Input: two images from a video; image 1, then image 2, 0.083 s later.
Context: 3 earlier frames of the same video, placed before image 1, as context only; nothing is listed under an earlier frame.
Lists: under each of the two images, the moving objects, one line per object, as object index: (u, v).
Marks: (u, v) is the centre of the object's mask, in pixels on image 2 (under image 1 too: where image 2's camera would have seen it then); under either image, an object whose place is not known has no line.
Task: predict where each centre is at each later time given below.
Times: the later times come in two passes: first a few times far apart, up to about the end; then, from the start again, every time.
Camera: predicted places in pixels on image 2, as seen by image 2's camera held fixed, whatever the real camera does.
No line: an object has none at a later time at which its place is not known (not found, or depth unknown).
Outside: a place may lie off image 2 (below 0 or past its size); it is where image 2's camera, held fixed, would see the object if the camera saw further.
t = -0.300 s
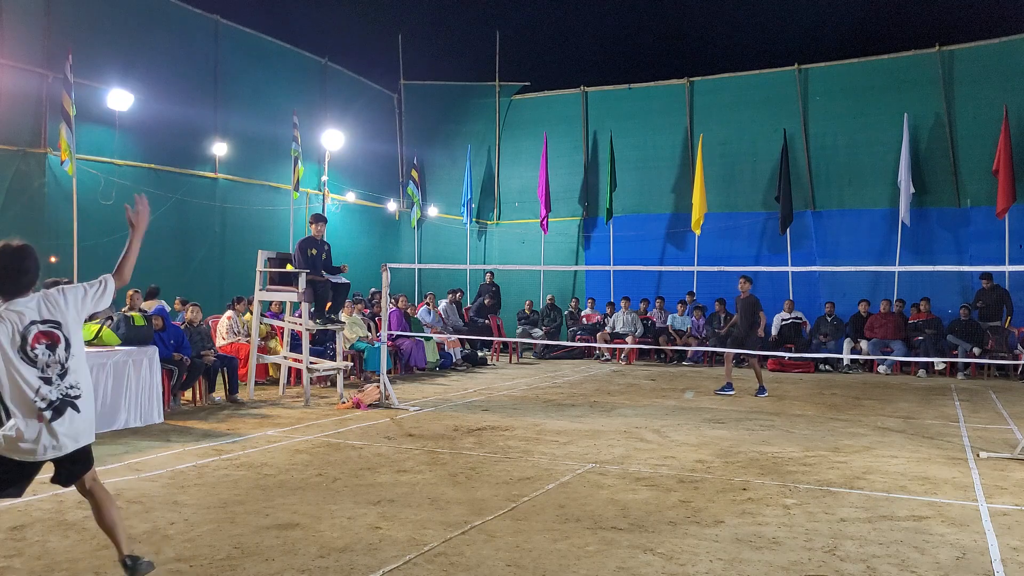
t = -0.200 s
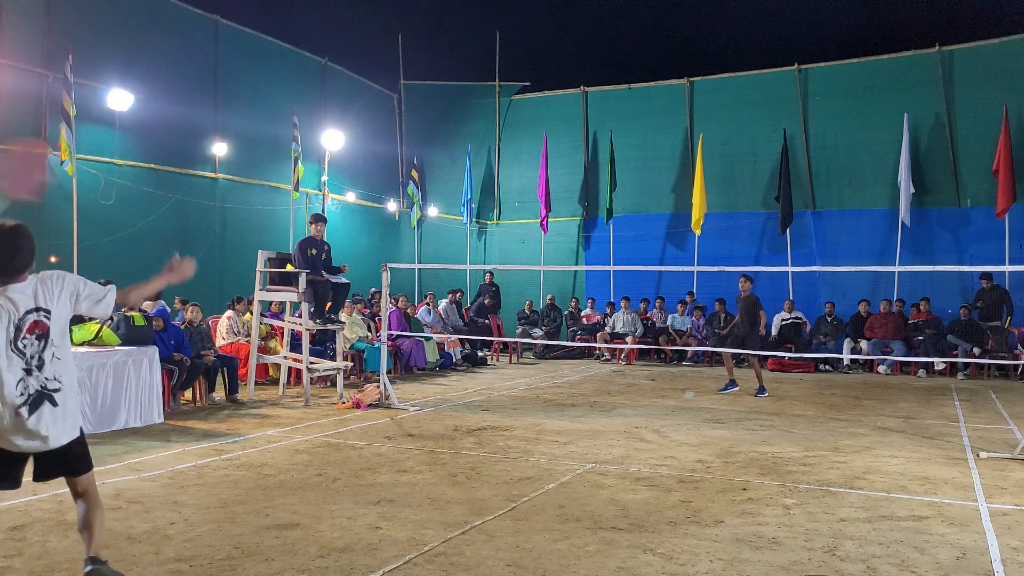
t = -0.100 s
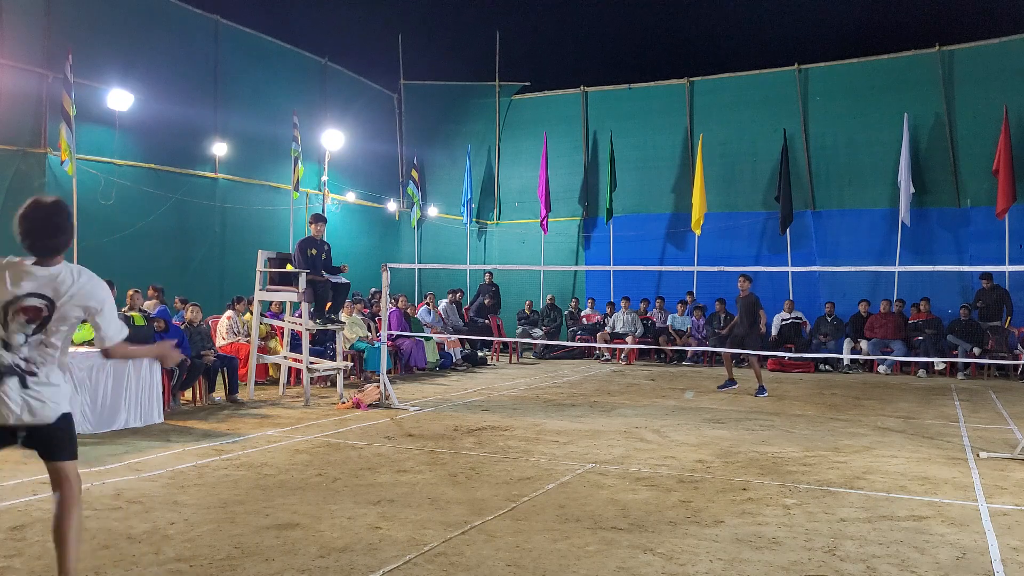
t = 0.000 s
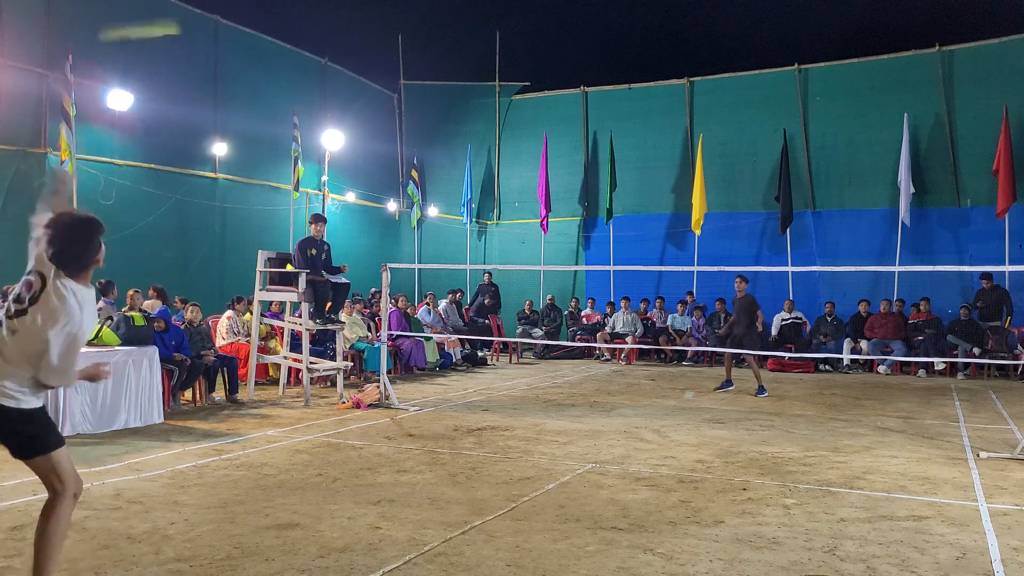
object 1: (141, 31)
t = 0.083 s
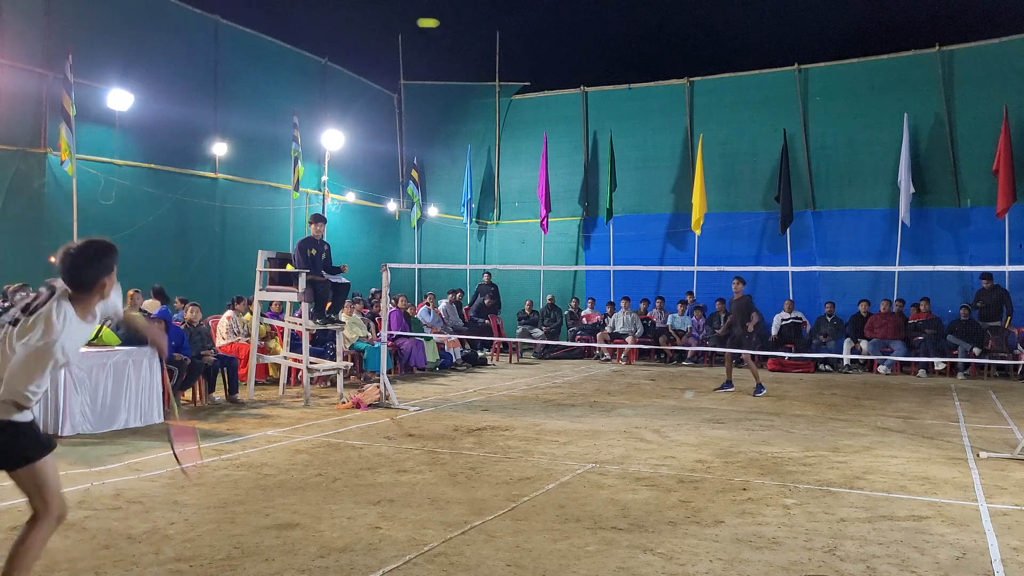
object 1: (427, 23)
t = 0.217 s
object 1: (547, 34)
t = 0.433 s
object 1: (616, 64)
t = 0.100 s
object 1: (452, 24)
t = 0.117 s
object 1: (472, 25)
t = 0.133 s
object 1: (489, 26)
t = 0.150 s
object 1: (503, 27)
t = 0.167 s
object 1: (517, 29)
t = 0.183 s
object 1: (528, 31)
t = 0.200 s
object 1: (538, 32)
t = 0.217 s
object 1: (547, 34)
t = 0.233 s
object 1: (555, 36)
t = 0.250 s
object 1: (563, 38)
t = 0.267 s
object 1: (570, 39)
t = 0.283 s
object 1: (576, 42)
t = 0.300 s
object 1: (581, 44)
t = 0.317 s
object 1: (587, 46)
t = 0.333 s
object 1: (592, 48)
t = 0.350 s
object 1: (597, 50)
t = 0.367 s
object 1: (601, 53)
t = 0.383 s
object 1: (605, 56)
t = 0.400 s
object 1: (609, 58)
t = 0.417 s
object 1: (613, 61)
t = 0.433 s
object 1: (616, 64)
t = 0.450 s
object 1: (619, 67)
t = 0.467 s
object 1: (622, 70)
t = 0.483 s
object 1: (625, 73)
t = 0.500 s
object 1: (629, 76)
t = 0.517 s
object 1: (631, 79)
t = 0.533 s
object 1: (633, 83)
